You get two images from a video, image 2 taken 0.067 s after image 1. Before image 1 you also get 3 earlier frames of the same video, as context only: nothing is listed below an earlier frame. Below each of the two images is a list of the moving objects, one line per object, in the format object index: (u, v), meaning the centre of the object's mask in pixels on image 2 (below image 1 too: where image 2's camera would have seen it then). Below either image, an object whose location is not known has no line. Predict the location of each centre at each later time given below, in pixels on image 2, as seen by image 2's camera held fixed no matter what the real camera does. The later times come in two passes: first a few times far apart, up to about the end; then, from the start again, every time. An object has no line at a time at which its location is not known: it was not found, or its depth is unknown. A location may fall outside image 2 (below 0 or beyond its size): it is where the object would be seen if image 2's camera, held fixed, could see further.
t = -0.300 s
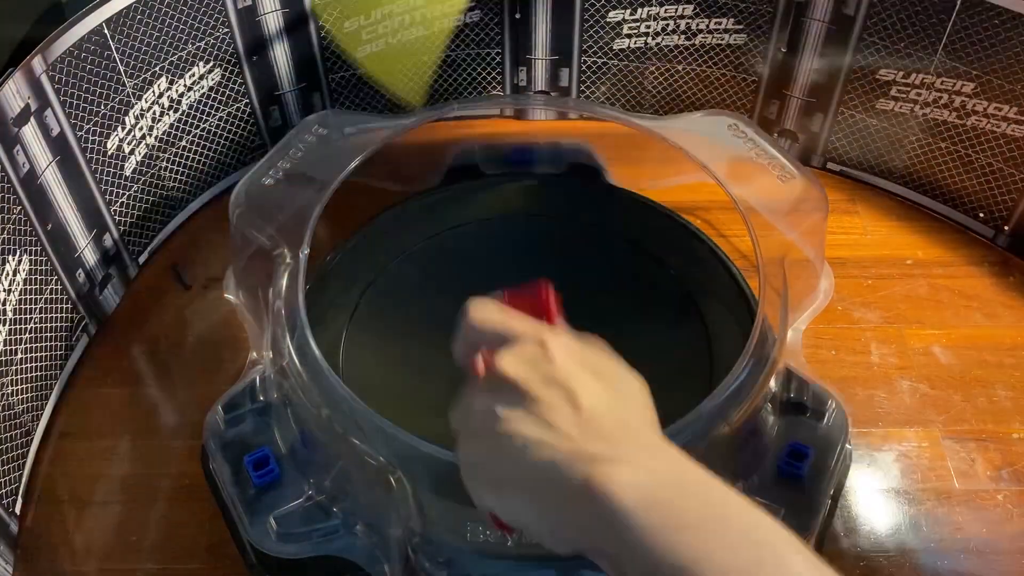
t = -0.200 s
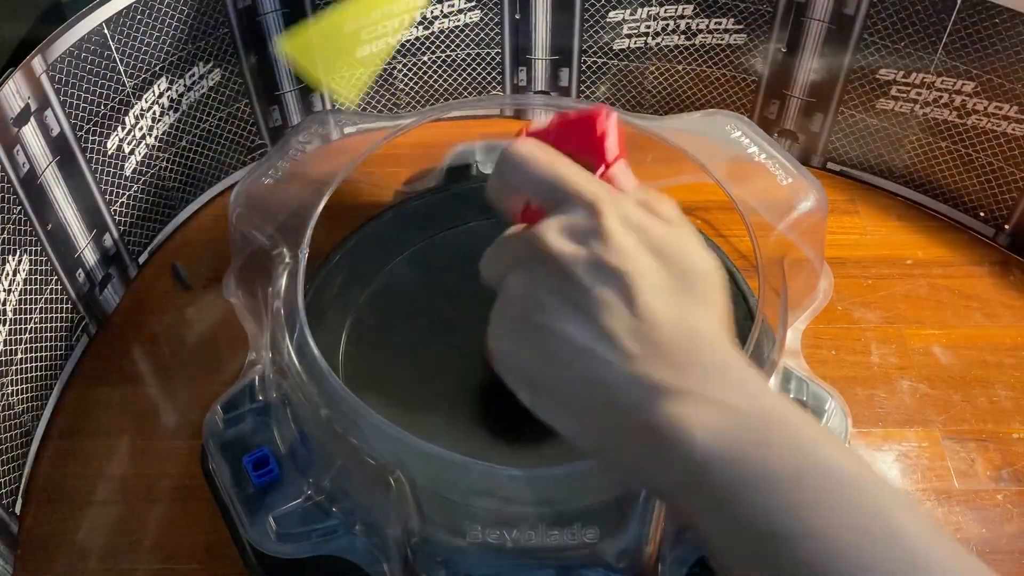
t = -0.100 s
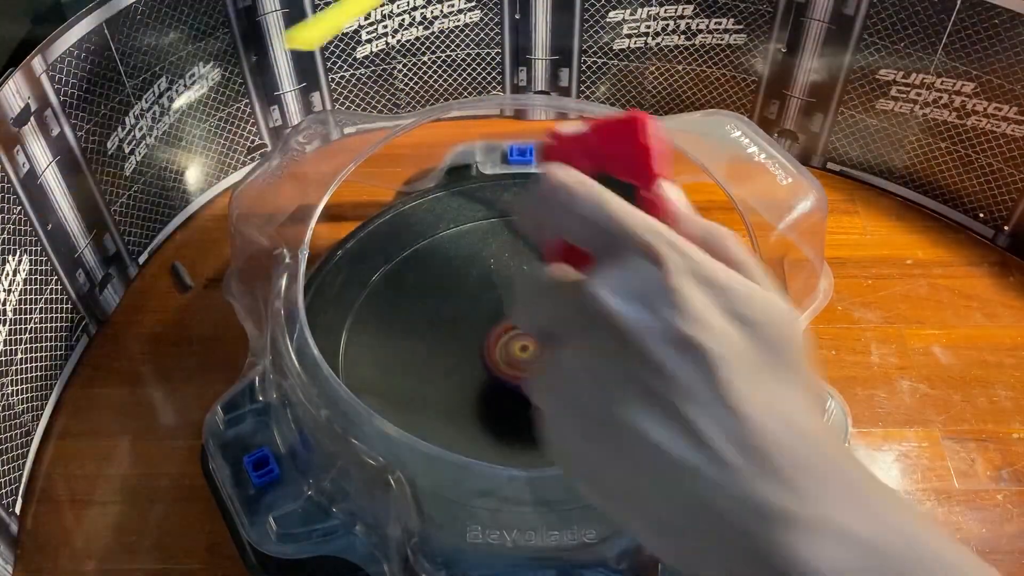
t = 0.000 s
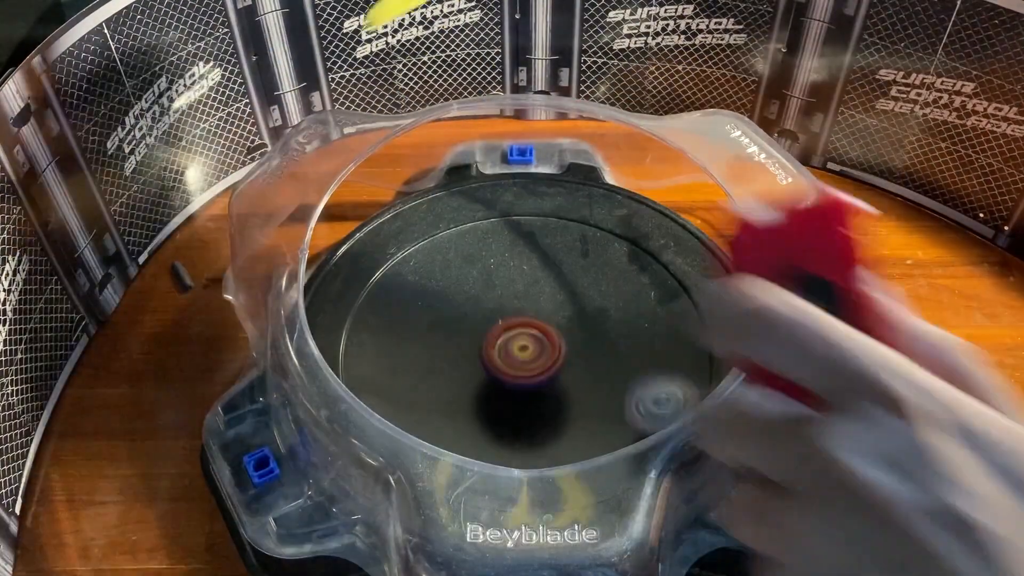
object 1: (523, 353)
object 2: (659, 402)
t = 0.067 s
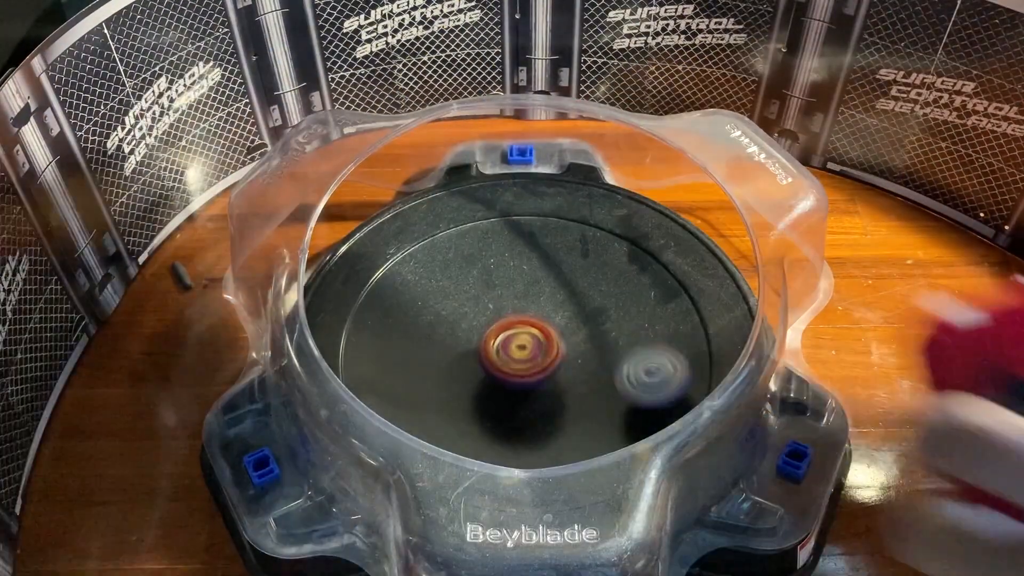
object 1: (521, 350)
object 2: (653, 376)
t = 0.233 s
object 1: (484, 337)
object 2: (646, 379)
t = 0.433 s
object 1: (444, 334)
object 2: (669, 346)
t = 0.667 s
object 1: (449, 340)
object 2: (517, 395)
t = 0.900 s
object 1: (465, 337)
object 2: (578, 465)
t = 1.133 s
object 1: (490, 329)
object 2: (629, 354)
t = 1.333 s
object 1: (413, 309)
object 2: (600, 300)
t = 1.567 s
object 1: (398, 312)
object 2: (491, 413)
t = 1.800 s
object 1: (417, 314)
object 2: (676, 456)
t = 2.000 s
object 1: (462, 319)
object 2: (589, 300)
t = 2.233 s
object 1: (492, 337)
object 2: (409, 225)
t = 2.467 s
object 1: (532, 344)
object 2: (352, 352)
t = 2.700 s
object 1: (563, 331)
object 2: (620, 422)
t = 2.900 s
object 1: (566, 325)
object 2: (695, 315)
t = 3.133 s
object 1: (554, 334)
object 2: (525, 240)
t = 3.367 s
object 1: (535, 349)
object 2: (410, 401)
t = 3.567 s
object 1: (519, 359)
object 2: (588, 472)
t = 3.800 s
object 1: (503, 363)
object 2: (651, 317)
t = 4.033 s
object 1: (492, 357)
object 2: (442, 275)
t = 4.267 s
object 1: (491, 345)
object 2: (381, 419)
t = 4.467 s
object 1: (496, 334)
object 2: (571, 440)
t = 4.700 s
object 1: (510, 325)
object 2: (588, 273)
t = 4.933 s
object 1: (526, 321)
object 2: (418, 238)
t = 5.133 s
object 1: (538, 326)
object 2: (392, 372)
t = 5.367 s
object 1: (544, 338)
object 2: (604, 403)
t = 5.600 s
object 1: (543, 352)
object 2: (648, 256)
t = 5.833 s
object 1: (532, 363)
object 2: (478, 242)
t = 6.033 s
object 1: (519, 365)
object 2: (417, 373)
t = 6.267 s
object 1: (505, 360)
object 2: (575, 471)
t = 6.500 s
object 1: (497, 348)
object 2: (670, 349)
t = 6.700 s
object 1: (498, 335)
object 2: (546, 267)
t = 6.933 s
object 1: (508, 324)
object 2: (378, 309)
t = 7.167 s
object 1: (523, 320)
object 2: (422, 440)
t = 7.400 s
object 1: (535, 327)
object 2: (604, 388)
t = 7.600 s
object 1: (517, 330)
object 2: (667, 277)
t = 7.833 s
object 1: (504, 341)
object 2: (557, 229)
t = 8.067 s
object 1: (493, 372)
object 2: (486, 276)
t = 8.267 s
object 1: (492, 380)
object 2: (487, 311)
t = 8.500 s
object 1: (489, 414)
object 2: (532, 223)
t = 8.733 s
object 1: (491, 403)
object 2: (500, 246)
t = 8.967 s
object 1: (482, 387)
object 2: (582, 322)
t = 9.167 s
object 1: (467, 383)
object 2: (690, 296)
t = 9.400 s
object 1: (488, 363)
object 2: (633, 324)
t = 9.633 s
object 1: (495, 337)
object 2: (633, 404)
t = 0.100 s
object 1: (521, 350)
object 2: (643, 365)
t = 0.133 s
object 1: (521, 350)
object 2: (628, 360)
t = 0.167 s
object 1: (521, 350)
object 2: (609, 360)
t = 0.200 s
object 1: (504, 342)
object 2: (621, 370)
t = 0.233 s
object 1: (484, 337)
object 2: (646, 379)
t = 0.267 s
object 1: (468, 333)
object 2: (670, 383)
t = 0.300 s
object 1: (457, 330)
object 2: (688, 380)
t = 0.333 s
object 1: (450, 329)
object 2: (690, 371)
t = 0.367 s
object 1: (446, 330)
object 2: (686, 366)
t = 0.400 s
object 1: (444, 332)
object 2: (680, 356)
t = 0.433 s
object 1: (444, 334)
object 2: (669, 346)
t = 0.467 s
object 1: (444, 335)
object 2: (650, 340)
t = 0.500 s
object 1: (445, 337)
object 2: (626, 339)
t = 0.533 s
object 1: (445, 339)
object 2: (601, 342)
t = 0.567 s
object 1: (447, 340)
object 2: (573, 350)
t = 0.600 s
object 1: (449, 341)
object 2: (547, 361)
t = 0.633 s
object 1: (450, 341)
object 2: (526, 375)
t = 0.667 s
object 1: (449, 340)
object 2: (517, 395)
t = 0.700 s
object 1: (450, 340)
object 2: (511, 416)
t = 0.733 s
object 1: (451, 340)
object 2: (511, 435)
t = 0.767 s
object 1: (453, 339)
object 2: (516, 457)
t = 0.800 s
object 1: (456, 339)
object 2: (528, 475)
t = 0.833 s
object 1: (458, 338)
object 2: (544, 478)
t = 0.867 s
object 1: (462, 337)
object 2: (561, 472)
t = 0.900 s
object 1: (465, 337)
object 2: (578, 465)
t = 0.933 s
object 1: (468, 336)
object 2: (597, 456)
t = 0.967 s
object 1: (472, 335)
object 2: (615, 445)
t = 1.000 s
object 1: (475, 334)
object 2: (635, 431)
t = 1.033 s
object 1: (479, 333)
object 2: (648, 411)
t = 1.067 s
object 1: (483, 331)
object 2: (654, 394)
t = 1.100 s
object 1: (486, 330)
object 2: (647, 374)
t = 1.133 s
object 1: (490, 329)
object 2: (629, 354)
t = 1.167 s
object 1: (493, 327)
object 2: (605, 337)
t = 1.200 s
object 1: (494, 324)
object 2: (578, 324)
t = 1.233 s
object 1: (468, 319)
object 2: (591, 314)
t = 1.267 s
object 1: (444, 314)
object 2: (602, 307)
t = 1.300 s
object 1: (426, 311)
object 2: (605, 302)
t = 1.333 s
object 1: (413, 309)
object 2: (600, 300)
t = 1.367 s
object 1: (406, 309)
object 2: (586, 301)
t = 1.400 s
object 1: (404, 311)
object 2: (565, 305)
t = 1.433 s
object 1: (402, 313)
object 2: (539, 315)
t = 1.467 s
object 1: (403, 315)
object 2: (513, 329)
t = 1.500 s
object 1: (406, 318)
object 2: (489, 348)
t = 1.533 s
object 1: (404, 316)
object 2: (484, 376)
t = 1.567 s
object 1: (398, 312)
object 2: (491, 413)
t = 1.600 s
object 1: (396, 310)
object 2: (509, 440)
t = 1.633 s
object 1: (397, 310)
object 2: (533, 470)
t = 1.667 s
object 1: (398, 311)
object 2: (563, 481)
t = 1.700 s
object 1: (401, 312)
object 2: (594, 475)
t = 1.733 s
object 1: (406, 313)
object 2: (623, 476)
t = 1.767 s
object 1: (411, 314)
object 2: (657, 473)
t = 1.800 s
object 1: (417, 314)
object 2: (676, 456)
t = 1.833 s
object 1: (423, 315)
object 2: (680, 433)
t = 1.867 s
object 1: (431, 317)
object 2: (669, 401)
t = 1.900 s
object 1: (438, 317)
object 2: (666, 378)
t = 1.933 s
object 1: (447, 318)
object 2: (646, 349)
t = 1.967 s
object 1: (455, 319)
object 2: (621, 323)
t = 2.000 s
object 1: (462, 319)
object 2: (589, 300)
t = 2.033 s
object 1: (471, 319)
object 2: (554, 282)
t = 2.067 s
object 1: (477, 320)
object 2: (520, 266)
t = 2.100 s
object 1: (476, 325)
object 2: (498, 244)
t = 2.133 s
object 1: (478, 329)
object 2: (475, 226)
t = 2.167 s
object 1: (483, 333)
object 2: (451, 214)
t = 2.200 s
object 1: (487, 335)
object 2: (429, 215)
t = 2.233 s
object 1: (492, 337)
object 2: (409, 225)
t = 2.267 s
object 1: (498, 338)
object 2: (387, 233)
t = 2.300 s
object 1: (504, 339)
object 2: (363, 242)
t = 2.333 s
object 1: (510, 340)
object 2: (342, 256)
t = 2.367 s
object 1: (515, 341)
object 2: (321, 274)
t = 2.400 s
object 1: (521, 342)
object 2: (314, 300)
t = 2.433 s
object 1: (528, 342)
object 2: (326, 327)
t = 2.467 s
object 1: (532, 344)
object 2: (352, 352)
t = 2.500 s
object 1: (537, 345)
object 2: (384, 379)
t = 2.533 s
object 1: (541, 345)
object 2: (421, 401)
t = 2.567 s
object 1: (546, 346)
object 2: (463, 414)
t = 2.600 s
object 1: (550, 347)
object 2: (508, 418)
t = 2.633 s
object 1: (553, 345)
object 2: (552, 417)
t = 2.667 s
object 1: (559, 338)
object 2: (588, 424)
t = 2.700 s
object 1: (563, 331)
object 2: (620, 422)
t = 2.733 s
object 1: (566, 328)
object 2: (650, 413)
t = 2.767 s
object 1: (568, 326)
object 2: (676, 398)
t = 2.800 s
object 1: (568, 326)
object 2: (689, 379)
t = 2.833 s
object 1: (568, 325)
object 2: (698, 361)
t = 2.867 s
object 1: (567, 325)
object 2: (701, 339)
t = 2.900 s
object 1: (566, 325)
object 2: (695, 315)
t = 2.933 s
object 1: (565, 325)
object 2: (687, 290)
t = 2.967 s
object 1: (564, 326)
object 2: (672, 268)
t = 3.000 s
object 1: (563, 327)
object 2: (651, 250)
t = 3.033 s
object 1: (560, 329)
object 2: (623, 239)
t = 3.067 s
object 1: (558, 330)
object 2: (592, 233)
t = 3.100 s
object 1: (556, 332)
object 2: (558, 234)
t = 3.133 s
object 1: (554, 334)
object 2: (525, 240)
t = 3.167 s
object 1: (551, 336)
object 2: (493, 251)
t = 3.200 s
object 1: (549, 339)
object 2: (464, 269)
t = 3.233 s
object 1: (546, 341)
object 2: (441, 290)
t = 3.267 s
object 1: (543, 343)
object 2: (421, 315)
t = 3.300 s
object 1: (540, 345)
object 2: (410, 343)
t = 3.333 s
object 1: (538, 347)
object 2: (405, 373)
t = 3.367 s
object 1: (535, 349)
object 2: (410, 401)
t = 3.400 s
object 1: (533, 351)
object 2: (419, 430)
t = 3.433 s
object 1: (531, 353)
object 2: (439, 455)
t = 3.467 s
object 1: (528, 355)
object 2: (466, 475)
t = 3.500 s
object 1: (525, 356)
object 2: (510, 479)
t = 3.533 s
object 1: (522, 357)
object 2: (549, 479)
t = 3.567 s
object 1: (519, 359)
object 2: (588, 472)
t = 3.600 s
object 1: (517, 360)
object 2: (620, 457)
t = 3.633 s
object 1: (515, 361)
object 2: (650, 437)
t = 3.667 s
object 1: (513, 362)
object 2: (663, 407)
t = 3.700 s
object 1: (510, 363)
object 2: (676, 387)
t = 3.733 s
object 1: (507, 363)
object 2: (679, 364)
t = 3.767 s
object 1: (505, 363)
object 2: (668, 339)
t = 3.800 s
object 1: (503, 363)
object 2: (651, 317)
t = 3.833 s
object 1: (501, 363)
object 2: (627, 300)
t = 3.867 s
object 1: (499, 362)
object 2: (598, 285)
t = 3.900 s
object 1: (497, 362)
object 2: (567, 275)
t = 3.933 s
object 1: (496, 361)
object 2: (536, 268)
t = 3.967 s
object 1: (495, 360)
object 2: (504, 266)
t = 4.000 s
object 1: (493, 359)
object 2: (472, 268)
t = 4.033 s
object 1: (492, 357)
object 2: (442, 275)
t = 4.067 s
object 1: (492, 356)
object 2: (412, 286)
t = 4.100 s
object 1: (491, 354)
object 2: (386, 300)
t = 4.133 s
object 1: (491, 352)
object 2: (365, 318)
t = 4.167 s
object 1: (491, 351)
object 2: (351, 340)
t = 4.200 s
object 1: (491, 349)
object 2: (355, 366)
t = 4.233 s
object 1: (491, 347)
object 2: (366, 394)
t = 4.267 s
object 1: (491, 345)
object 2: (381, 419)
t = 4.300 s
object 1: (492, 343)
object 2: (403, 440)
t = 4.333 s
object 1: (492, 342)
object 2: (434, 455)
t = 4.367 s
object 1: (493, 340)
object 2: (470, 464)
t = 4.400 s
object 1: (494, 338)
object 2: (505, 464)
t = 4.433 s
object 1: (495, 336)
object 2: (541, 455)
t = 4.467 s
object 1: (496, 334)
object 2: (571, 440)
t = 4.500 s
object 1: (498, 332)
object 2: (594, 421)
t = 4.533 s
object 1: (500, 330)
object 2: (610, 397)
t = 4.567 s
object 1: (502, 329)
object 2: (618, 371)
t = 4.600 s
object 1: (504, 328)
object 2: (619, 344)
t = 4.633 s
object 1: (506, 327)
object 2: (614, 318)
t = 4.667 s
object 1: (508, 326)
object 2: (604, 294)
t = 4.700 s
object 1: (510, 325)
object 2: (588, 273)
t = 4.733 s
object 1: (512, 324)
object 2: (569, 253)
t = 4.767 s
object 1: (514, 323)
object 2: (545, 236)
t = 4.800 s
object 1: (517, 322)
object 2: (521, 225)
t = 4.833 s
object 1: (519, 322)
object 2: (494, 217)
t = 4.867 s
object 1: (521, 321)
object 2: (467, 214)
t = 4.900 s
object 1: (524, 321)
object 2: (441, 220)
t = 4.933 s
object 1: (526, 321)
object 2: (418, 238)
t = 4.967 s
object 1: (528, 321)
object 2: (397, 254)
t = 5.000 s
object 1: (531, 322)
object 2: (380, 274)
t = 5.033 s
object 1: (533, 323)
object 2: (371, 296)
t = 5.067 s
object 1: (535, 324)
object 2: (370, 322)
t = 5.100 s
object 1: (537, 325)
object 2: (377, 348)
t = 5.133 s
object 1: (538, 326)
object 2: (392, 372)
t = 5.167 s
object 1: (539, 328)
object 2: (415, 394)
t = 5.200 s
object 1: (540, 329)
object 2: (444, 410)
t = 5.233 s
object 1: (541, 331)
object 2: (477, 420)
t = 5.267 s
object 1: (542, 333)
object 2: (509, 424)
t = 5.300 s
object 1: (543, 335)
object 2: (544, 423)
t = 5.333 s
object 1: (543, 336)
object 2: (576, 416)
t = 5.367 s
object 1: (544, 338)
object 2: (604, 403)
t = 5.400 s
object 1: (545, 340)
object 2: (627, 386)
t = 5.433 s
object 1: (545, 342)
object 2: (648, 366)
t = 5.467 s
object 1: (545, 344)
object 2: (660, 344)
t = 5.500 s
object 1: (544, 346)
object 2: (666, 321)
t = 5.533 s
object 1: (544, 348)
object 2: (666, 298)
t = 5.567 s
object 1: (544, 350)
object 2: (661, 276)
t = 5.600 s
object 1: (543, 352)
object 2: (648, 256)
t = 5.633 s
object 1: (542, 354)
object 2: (631, 240)
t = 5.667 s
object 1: (540, 356)
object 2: (609, 228)
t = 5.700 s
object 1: (539, 357)
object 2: (584, 220)
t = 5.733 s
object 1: (538, 359)
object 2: (556, 218)
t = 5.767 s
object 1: (536, 360)
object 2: (529, 222)
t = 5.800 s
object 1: (534, 362)
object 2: (502, 229)
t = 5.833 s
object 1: (532, 363)
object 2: (478, 242)
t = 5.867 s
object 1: (530, 364)
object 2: (456, 258)
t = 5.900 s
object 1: (528, 365)
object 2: (438, 277)
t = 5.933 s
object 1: (526, 365)
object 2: (426, 300)
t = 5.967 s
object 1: (523, 365)
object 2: (417, 323)
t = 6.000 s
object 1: (521, 365)
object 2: (414, 347)
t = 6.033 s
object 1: (519, 365)
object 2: (417, 373)
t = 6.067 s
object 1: (517, 365)
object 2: (426, 396)
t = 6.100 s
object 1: (515, 364)
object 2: (440, 417)
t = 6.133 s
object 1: (512, 364)
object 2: (459, 436)
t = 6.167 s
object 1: (510, 363)
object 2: (483, 453)
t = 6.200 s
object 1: (508, 362)
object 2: (511, 464)
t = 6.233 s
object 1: (507, 361)
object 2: (542, 469)
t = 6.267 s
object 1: (505, 360)
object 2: (575, 471)
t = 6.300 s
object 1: (504, 359)
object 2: (606, 465)
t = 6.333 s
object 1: (502, 357)
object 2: (632, 455)
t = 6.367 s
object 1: (501, 356)
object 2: (653, 436)
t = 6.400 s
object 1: (499, 354)
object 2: (662, 408)
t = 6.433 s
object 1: (498, 352)
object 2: (673, 391)
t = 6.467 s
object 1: (498, 350)
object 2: (678, 371)
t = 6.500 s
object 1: (497, 348)
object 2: (670, 349)
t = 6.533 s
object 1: (496, 345)
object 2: (659, 329)
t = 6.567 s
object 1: (496, 343)
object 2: (640, 311)
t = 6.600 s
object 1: (496, 341)
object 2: (619, 295)
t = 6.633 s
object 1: (496, 339)
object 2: (596, 284)
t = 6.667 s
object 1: (497, 337)
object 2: (570, 273)
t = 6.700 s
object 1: (498, 335)
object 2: (546, 267)
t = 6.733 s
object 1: (498, 333)
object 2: (517, 264)
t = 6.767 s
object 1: (500, 331)
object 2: (491, 264)
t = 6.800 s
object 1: (501, 329)
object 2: (464, 268)
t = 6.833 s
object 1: (502, 328)
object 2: (439, 273)
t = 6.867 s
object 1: (504, 326)
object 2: (417, 282)
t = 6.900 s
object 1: (506, 325)
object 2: (395, 294)
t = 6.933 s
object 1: (508, 324)
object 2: (378, 309)
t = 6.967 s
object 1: (510, 322)
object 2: (365, 328)
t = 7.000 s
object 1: (512, 322)
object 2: (358, 348)
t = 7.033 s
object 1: (514, 321)
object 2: (361, 365)
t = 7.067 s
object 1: (517, 321)
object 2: (363, 390)
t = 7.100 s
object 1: (519, 320)
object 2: (376, 410)
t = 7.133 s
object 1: (521, 320)
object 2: (395, 427)
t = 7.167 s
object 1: (523, 320)
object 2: (422, 440)
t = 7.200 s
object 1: (525, 321)
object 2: (452, 448)
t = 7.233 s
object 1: (527, 321)
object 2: (484, 449)
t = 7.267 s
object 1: (529, 322)
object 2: (516, 442)
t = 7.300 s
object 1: (531, 323)
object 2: (544, 437)
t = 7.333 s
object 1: (532, 324)
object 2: (569, 424)
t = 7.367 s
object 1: (534, 325)
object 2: (589, 407)
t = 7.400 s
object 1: (535, 327)
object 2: (604, 388)
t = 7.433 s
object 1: (536, 328)
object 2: (613, 367)
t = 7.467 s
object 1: (537, 329)
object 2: (620, 345)
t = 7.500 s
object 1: (529, 328)
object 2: (639, 329)
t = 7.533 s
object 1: (523, 327)
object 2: (653, 313)
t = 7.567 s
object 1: (520, 328)
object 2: (662, 295)
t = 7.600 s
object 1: (517, 330)
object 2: (667, 277)
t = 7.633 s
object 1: (515, 331)
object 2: (666, 259)
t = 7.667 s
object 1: (514, 333)
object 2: (651, 248)
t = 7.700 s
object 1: (512, 334)
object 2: (633, 240)
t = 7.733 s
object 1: (510, 336)
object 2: (616, 232)
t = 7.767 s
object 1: (508, 338)
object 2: (598, 227)
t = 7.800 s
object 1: (506, 339)
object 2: (578, 225)
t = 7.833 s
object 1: (504, 341)
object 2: (557, 229)
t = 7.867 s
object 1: (502, 342)
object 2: (537, 239)
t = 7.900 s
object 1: (501, 344)
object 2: (519, 253)
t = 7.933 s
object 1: (500, 345)
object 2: (506, 270)
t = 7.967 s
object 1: (498, 349)
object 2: (499, 283)
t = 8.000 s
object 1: (495, 360)
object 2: (494, 278)
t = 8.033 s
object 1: (494, 368)
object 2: (491, 275)
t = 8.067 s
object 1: (493, 372)
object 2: (486, 276)
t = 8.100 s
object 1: (493, 375)
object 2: (482, 278)
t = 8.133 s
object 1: (492, 377)
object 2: (480, 281)
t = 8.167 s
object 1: (492, 378)
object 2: (479, 287)
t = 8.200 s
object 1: (492, 379)
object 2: (479, 294)
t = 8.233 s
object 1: (492, 380)
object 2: (482, 302)
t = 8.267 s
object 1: (492, 380)
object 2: (487, 311)
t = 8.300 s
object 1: (490, 387)
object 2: (498, 309)
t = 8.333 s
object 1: (489, 399)
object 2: (509, 292)
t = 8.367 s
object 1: (489, 406)
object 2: (521, 275)
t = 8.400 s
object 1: (488, 410)
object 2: (527, 261)
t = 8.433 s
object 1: (488, 412)
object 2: (531, 247)
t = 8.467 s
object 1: (488, 414)
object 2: (533, 234)
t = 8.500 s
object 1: (489, 414)
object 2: (532, 223)
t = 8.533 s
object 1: (489, 414)
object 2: (529, 213)
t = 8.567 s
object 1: (489, 413)
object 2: (526, 206)
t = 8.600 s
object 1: (489, 412)
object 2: (518, 211)
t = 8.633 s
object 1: (489, 410)
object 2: (511, 217)
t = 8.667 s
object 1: (490, 408)
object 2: (505, 225)
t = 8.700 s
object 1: (490, 406)
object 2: (501, 234)
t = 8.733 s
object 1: (491, 403)
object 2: (500, 246)
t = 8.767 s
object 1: (492, 399)
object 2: (501, 261)
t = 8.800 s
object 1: (492, 396)
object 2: (506, 277)
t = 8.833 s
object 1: (494, 393)
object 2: (513, 292)
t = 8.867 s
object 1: (495, 389)
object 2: (522, 306)
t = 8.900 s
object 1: (497, 385)
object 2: (534, 319)
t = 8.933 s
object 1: (497, 382)
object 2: (548, 329)
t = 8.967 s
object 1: (482, 387)
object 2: (582, 322)
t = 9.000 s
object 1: (473, 389)
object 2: (614, 316)
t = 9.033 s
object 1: (467, 389)
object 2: (636, 312)
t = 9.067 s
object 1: (466, 388)
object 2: (652, 307)
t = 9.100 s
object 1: (466, 387)
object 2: (668, 303)
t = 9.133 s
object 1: (467, 384)
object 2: (682, 299)
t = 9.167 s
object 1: (467, 383)
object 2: (690, 296)
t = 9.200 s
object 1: (469, 380)
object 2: (681, 296)
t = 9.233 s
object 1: (471, 378)
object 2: (673, 298)
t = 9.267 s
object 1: (474, 374)
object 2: (665, 301)
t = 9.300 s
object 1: (477, 372)
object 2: (657, 304)
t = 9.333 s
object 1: (480, 369)
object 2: (650, 309)
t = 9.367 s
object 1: (484, 366)
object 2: (642, 316)
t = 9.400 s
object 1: (488, 363)
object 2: (633, 324)
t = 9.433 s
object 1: (492, 361)
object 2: (620, 333)
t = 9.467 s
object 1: (497, 358)
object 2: (609, 344)
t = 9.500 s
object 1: (502, 356)
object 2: (598, 354)
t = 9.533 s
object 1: (505, 353)
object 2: (591, 367)
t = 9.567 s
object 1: (497, 346)
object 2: (609, 382)
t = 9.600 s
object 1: (494, 341)
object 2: (622, 394)
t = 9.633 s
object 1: (495, 337)
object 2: (633, 404)
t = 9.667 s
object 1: (497, 336)
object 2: (642, 409)
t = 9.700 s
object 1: (500, 335)
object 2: (648, 412)
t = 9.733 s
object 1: (503, 334)
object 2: (651, 417)
